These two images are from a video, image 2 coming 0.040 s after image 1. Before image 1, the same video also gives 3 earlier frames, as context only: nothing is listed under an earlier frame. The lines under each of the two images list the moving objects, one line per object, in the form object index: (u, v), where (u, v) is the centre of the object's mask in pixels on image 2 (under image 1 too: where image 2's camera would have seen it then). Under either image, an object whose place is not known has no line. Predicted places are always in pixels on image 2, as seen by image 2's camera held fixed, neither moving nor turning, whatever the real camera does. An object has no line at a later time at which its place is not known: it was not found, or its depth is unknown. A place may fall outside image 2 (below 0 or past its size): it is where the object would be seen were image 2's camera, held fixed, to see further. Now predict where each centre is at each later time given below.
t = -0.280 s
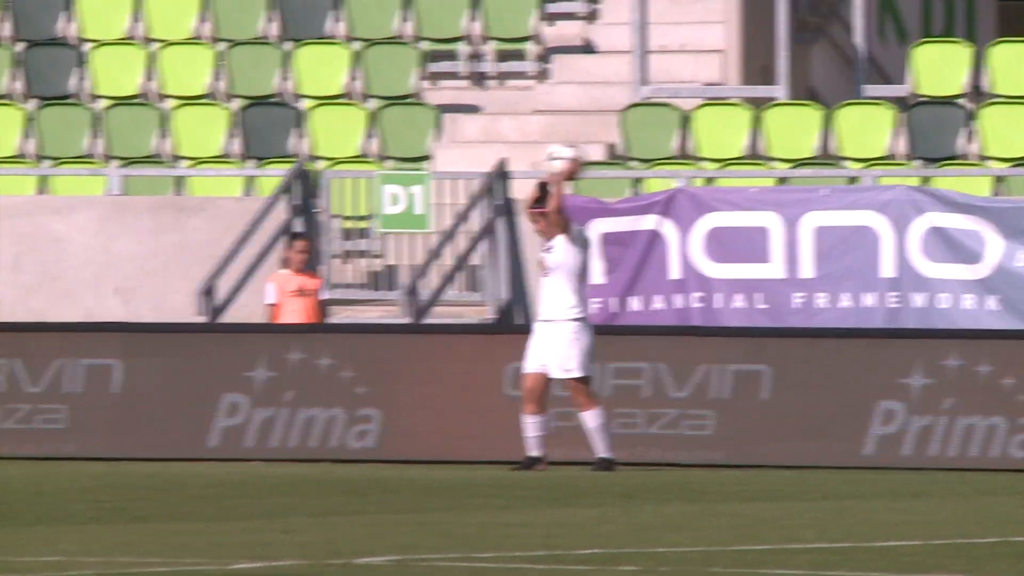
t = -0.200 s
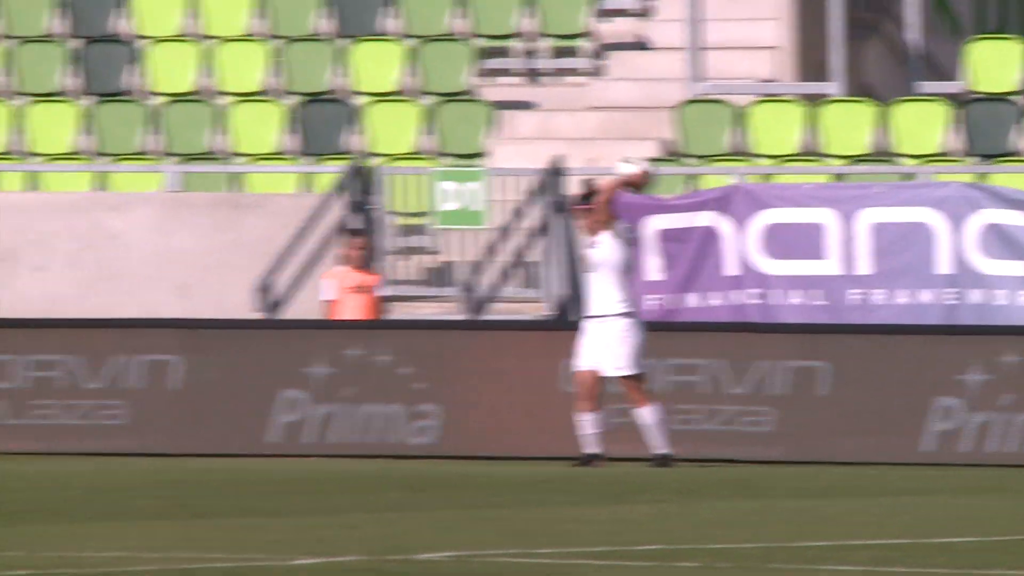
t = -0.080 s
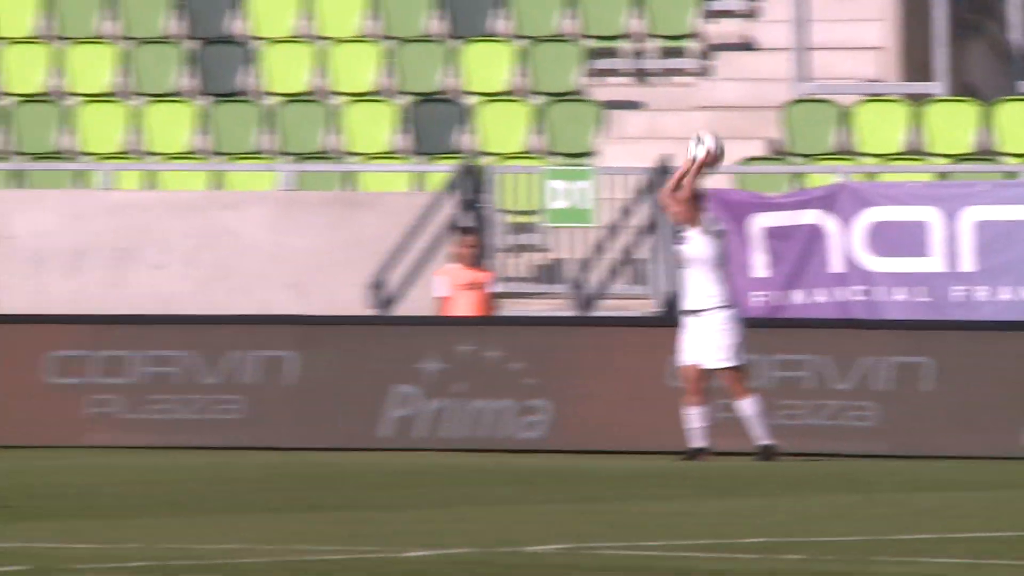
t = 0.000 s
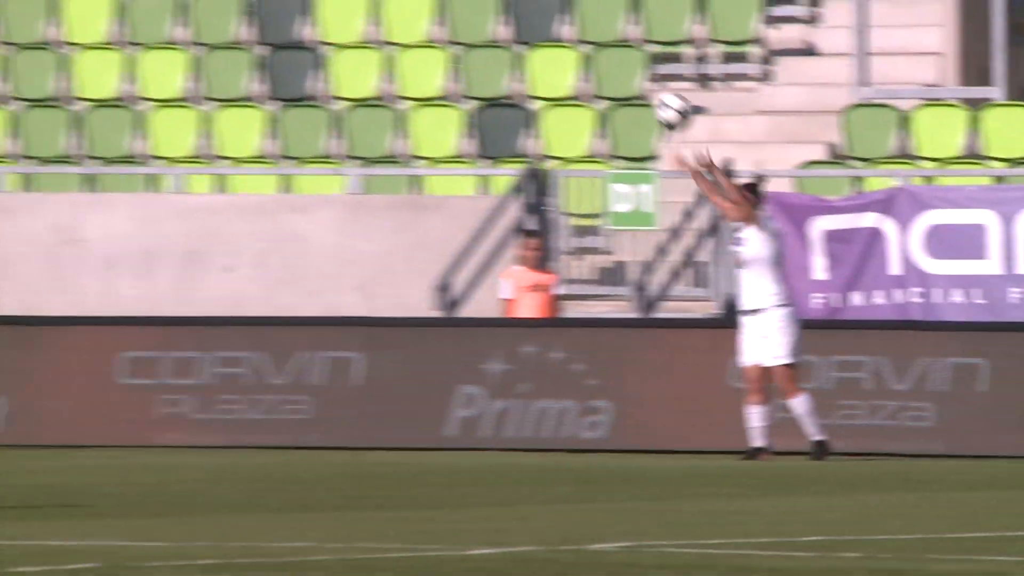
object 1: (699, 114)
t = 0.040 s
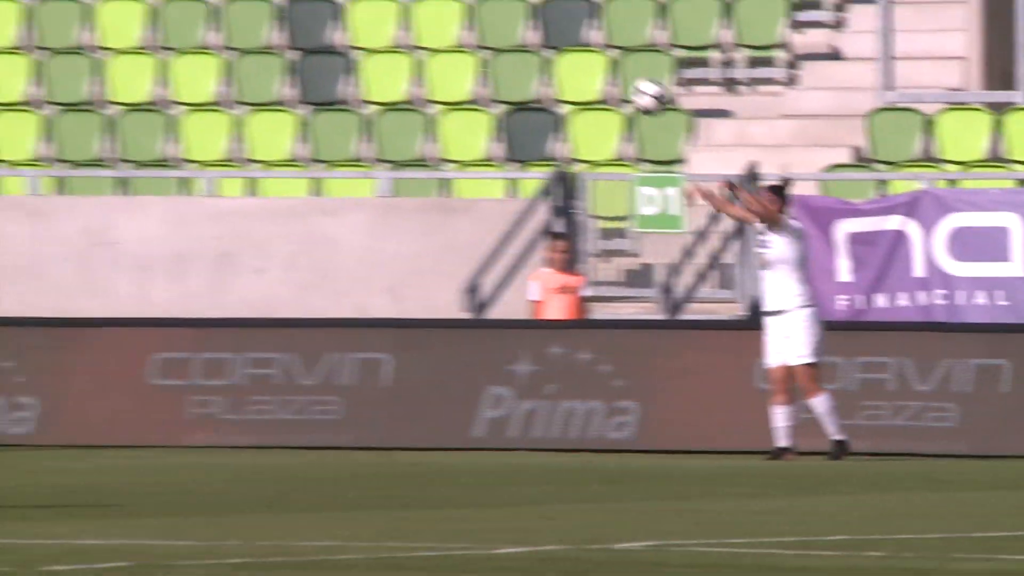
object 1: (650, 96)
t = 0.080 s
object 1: (600, 82)
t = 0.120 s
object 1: (550, 69)
